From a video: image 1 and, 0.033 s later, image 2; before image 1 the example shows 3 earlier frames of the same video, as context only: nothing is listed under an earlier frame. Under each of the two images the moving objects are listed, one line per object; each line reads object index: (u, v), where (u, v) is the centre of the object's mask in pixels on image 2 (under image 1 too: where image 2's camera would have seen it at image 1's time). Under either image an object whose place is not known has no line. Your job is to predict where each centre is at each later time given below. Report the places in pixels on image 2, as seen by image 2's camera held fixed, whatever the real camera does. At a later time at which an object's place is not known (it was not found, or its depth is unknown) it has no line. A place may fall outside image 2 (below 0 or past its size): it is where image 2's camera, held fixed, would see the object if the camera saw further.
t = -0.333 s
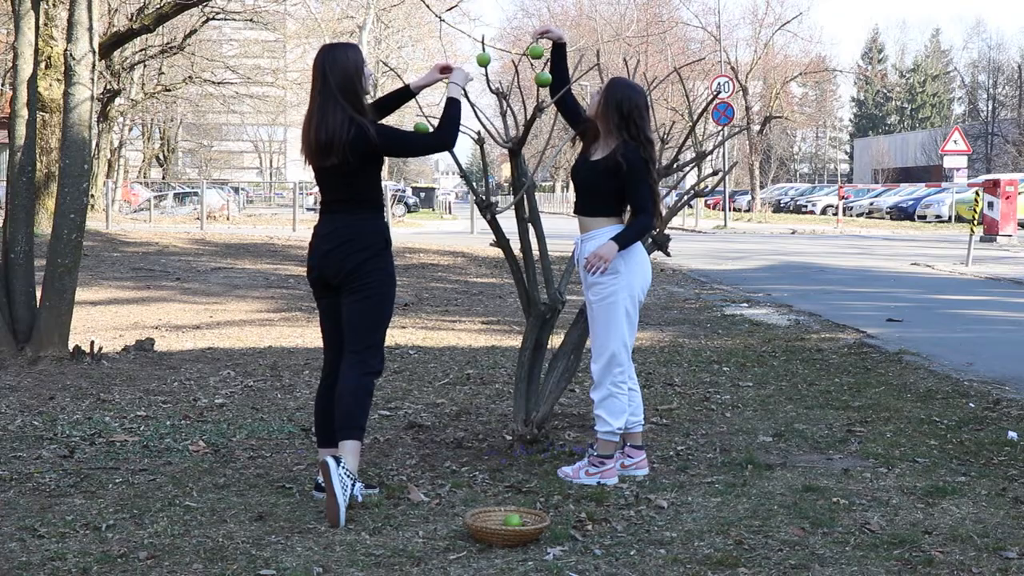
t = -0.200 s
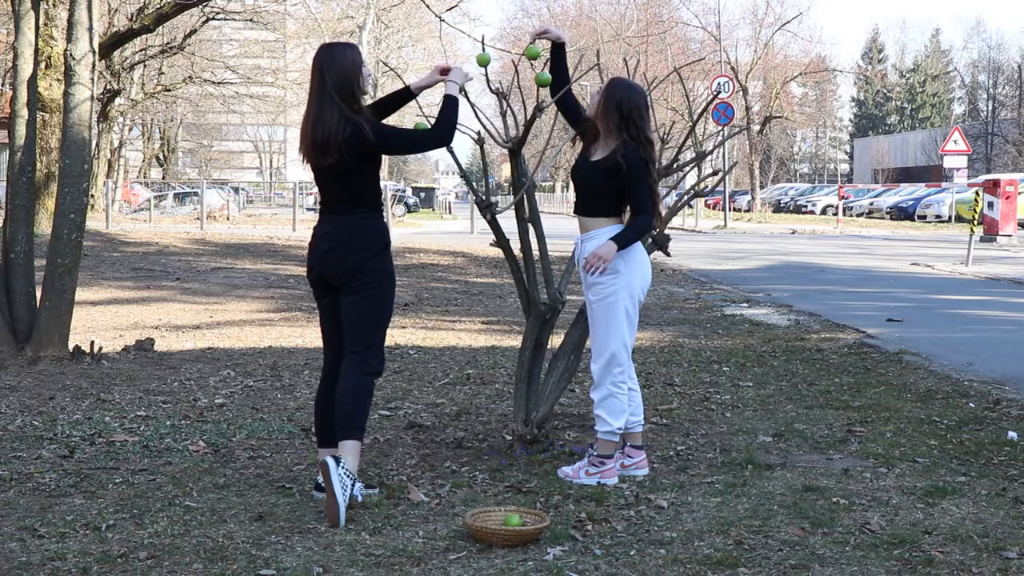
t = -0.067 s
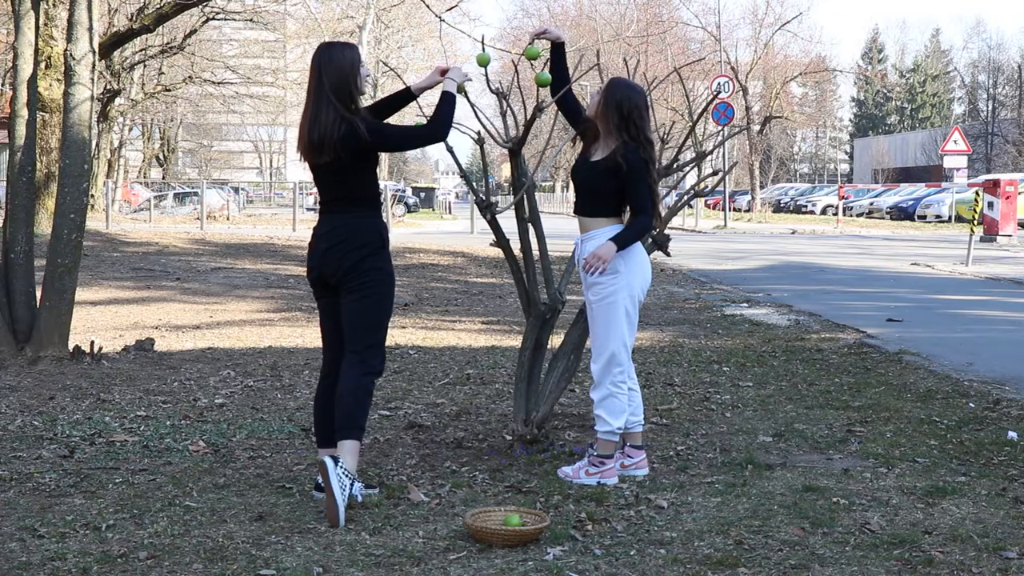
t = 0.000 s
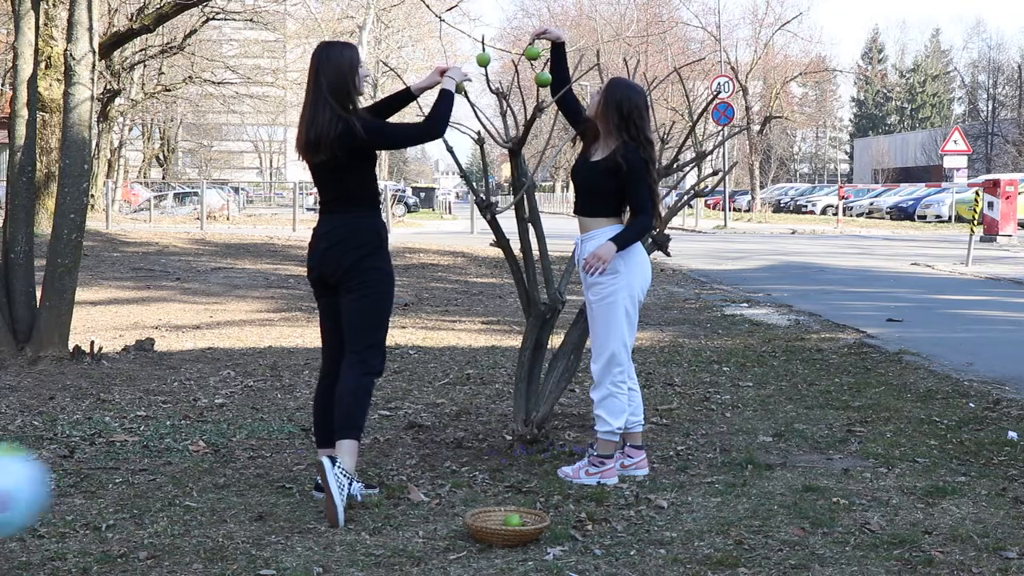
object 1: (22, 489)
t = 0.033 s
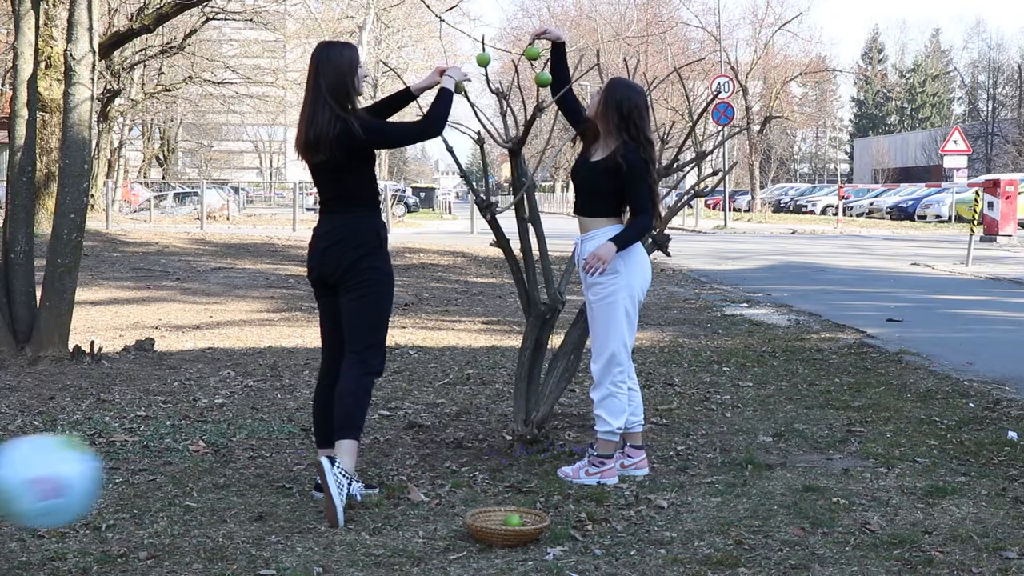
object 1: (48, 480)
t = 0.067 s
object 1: (96, 473)
